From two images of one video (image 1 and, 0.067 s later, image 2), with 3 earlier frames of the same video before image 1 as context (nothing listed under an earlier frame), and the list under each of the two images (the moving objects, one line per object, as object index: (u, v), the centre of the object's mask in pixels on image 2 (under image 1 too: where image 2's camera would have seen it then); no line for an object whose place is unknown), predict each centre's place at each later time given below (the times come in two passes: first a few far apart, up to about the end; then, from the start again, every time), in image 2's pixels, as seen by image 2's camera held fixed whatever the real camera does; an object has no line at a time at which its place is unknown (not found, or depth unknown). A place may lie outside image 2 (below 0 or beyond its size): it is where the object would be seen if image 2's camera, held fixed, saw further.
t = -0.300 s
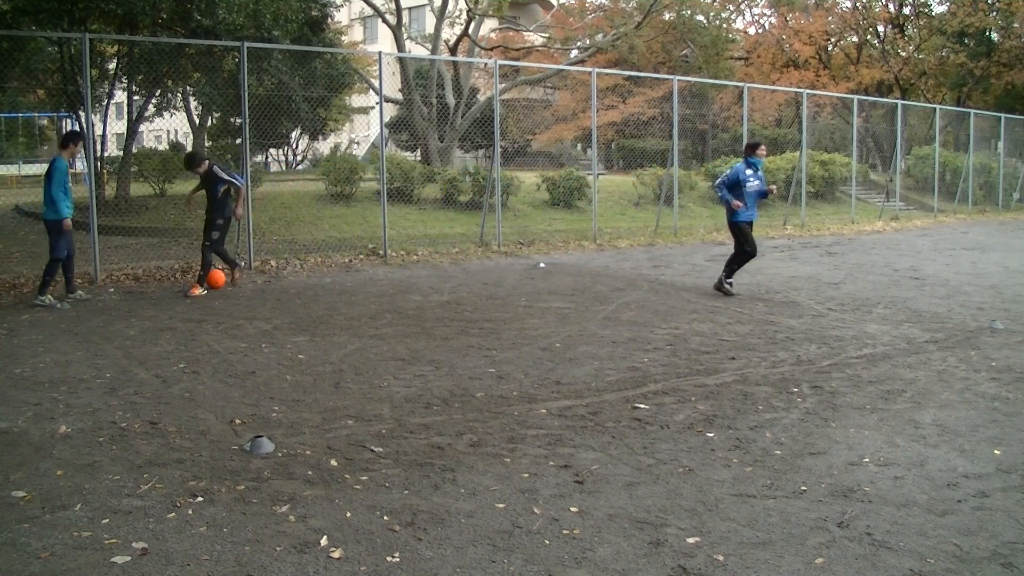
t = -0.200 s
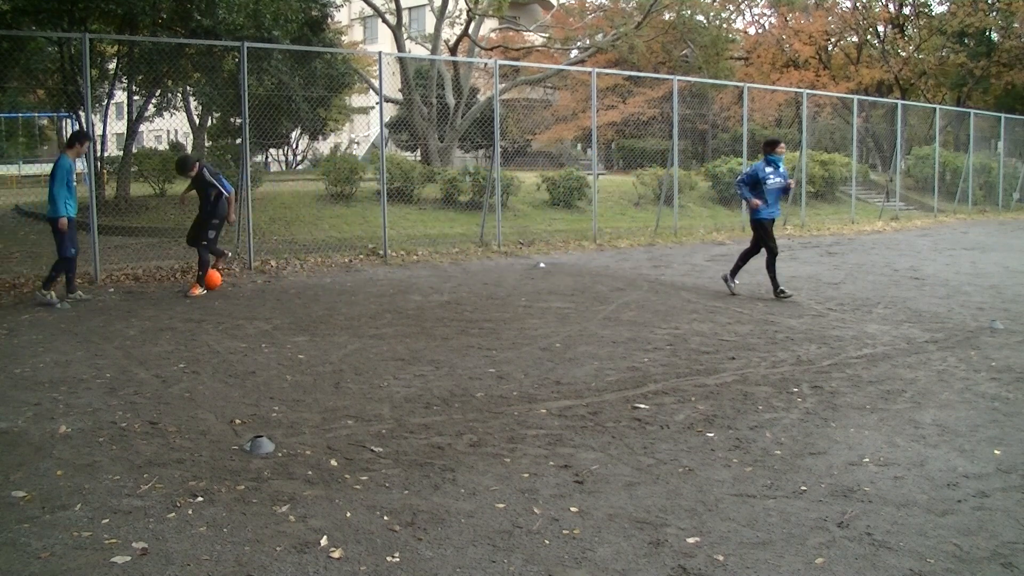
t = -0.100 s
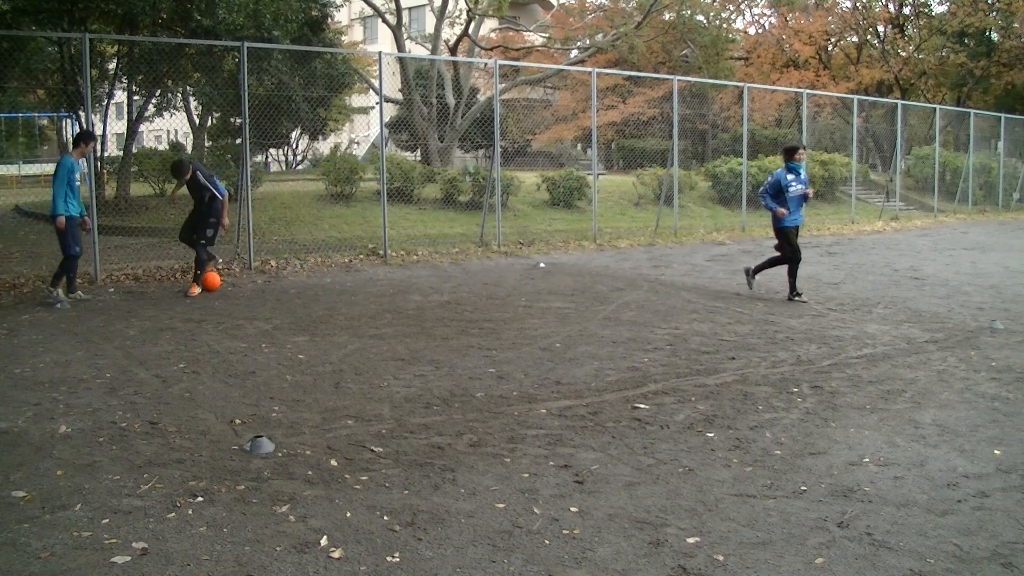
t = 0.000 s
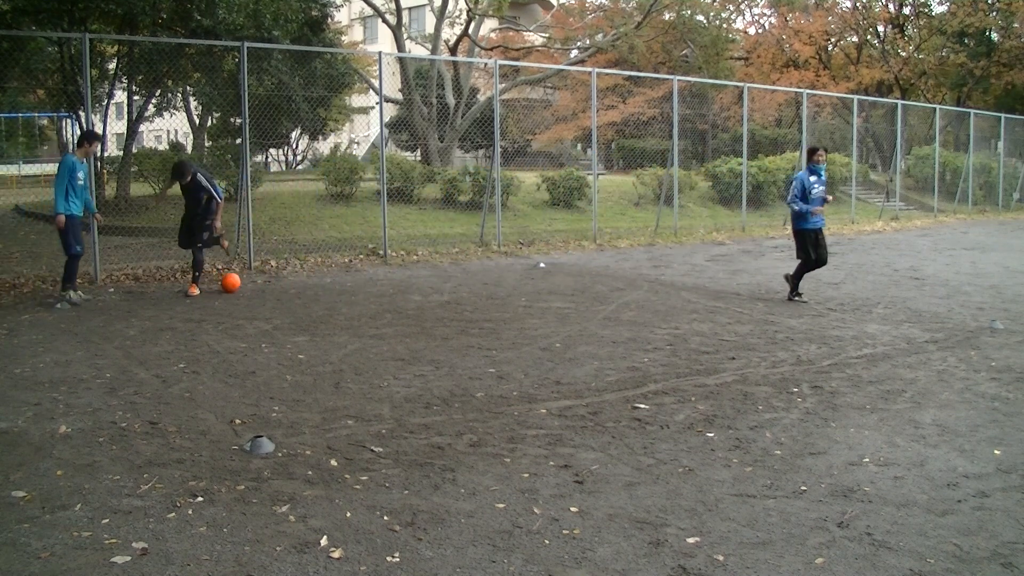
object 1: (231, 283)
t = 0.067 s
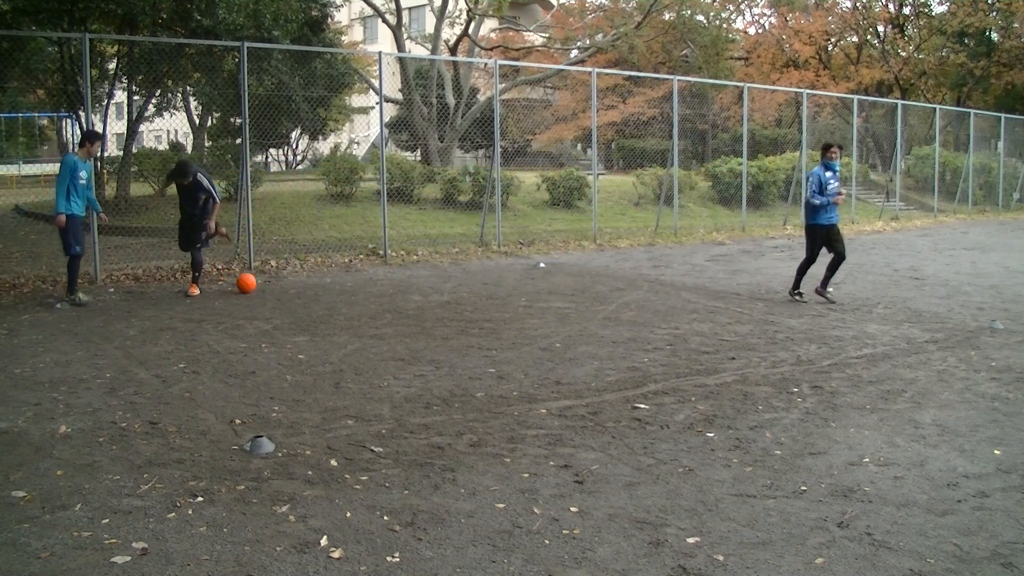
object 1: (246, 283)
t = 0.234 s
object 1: (287, 286)
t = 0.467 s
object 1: (344, 287)
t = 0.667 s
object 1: (393, 289)
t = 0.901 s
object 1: (450, 291)
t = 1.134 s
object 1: (507, 293)
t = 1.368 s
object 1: (564, 295)
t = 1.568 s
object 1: (611, 296)
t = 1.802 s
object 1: (666, 298)
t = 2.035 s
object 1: (719, 298)
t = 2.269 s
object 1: (771, 301)
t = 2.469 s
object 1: (814, 303)
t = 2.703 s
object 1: (862, 304)
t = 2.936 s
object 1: (907, 304)
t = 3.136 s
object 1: (942, 302)
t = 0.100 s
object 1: (254, 284)
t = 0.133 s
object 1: (262, 285)
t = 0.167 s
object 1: (271, 285)
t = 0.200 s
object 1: (279, 286)
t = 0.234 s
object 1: (287, 286)
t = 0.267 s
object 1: (295, 286)
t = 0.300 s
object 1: (303, 286)
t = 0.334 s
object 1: (311, 286)
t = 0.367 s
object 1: (320, 286)
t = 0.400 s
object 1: (328, 287)
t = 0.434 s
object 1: (336, 287)
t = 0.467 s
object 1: (344, 287)
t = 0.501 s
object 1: (352, 288)
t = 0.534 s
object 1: (360, 288)
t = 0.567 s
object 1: (368, 288)
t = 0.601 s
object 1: (376, 289)
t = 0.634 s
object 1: (384, 289)
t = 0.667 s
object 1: (393, 289)
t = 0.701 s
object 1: (401, 290)
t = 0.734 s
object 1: (409, 290)
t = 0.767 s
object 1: (418, 290)
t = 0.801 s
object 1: (426, 290)
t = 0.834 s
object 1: (434, 291)
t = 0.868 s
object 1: (442, 291)
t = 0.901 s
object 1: (450, 291)
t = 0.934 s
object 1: (459, 292)
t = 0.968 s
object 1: (467, 291)
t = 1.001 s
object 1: (475, 291)
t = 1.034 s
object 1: (483, 292)
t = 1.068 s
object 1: (491, 293)
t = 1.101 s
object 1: (499, 293)
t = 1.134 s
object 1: (507, 293)
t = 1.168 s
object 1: (516, 294)
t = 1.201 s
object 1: (524, 294)
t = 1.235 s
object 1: (532, 294)
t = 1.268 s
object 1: (540, 294)
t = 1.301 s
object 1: (548, 294)
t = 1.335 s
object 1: (556, 294)
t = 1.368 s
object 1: (564, 295)
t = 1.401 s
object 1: (572, 295)
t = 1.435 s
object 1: (580, 295)
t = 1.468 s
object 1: (588, 295)
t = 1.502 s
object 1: (596, 295)
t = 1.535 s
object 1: (603, 295)
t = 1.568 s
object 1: (611, 296)
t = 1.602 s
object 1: (619, 295)
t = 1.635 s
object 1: (627, 295)
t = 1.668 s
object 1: (635, 296)
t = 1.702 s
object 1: (643, 296)
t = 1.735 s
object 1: (650, 296)
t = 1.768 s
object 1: (658, 296)
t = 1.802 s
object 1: (666, 298)
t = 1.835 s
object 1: (673, 298)
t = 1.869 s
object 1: (681, 298)
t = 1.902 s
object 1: (689, 298)
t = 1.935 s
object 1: (696, 299)
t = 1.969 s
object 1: (704, 299)
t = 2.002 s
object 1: (712, 299)
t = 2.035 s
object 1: (719, 298)
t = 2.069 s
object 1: (727, 299)
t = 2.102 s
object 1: (734, 300)
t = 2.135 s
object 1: (742, 300)
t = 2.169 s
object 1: (749, 300)
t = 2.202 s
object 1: (756, 300)
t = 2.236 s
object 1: (763, 300)
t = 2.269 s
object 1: (771, 301)
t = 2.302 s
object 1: (778, 300)
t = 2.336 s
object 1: (785, 301)
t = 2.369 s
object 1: (792, 302)
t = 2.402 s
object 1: (800, 302)
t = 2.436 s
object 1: (806, 302)
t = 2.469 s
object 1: (814, 303)
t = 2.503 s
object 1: (821, 303)
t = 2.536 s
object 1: (828, 302)
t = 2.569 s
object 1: (835, 302)
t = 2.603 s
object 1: (842, 303)
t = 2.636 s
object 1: (848, 304)
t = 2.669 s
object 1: (856, 305)
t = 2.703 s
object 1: (862, 304)
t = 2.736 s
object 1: (869, 304)
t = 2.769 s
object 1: (876, 305)
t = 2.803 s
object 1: (882, 304)
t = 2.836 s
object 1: (888, 304)
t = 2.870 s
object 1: (895, 304)
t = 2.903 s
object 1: (901, 304)
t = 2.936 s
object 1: (907, 304)
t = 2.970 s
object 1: (913, 304)
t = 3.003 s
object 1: (919, 303)
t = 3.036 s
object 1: (925, 302)
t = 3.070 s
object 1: (930, 302)
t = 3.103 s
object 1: (936, 302)
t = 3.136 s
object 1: (942, 302)
